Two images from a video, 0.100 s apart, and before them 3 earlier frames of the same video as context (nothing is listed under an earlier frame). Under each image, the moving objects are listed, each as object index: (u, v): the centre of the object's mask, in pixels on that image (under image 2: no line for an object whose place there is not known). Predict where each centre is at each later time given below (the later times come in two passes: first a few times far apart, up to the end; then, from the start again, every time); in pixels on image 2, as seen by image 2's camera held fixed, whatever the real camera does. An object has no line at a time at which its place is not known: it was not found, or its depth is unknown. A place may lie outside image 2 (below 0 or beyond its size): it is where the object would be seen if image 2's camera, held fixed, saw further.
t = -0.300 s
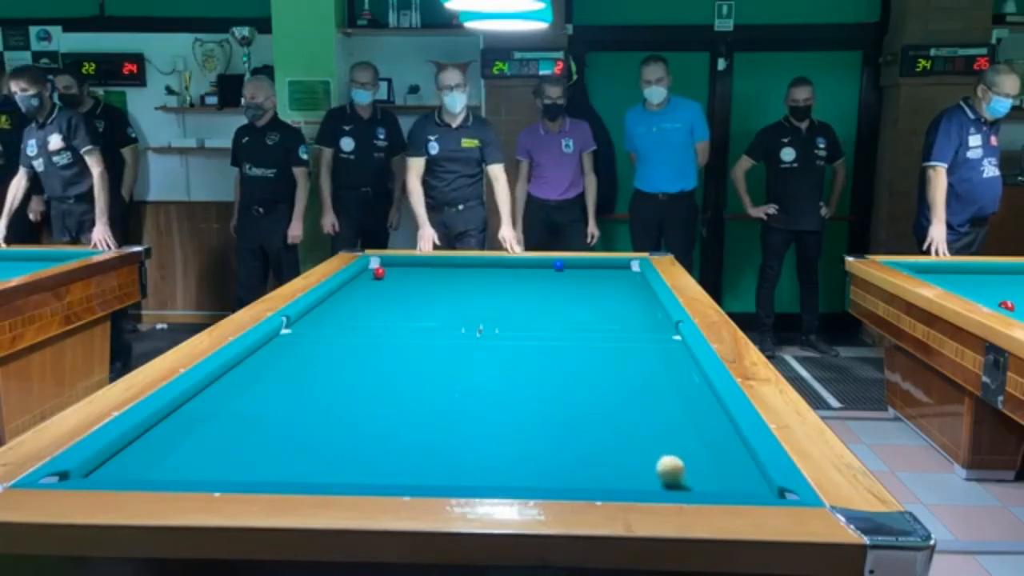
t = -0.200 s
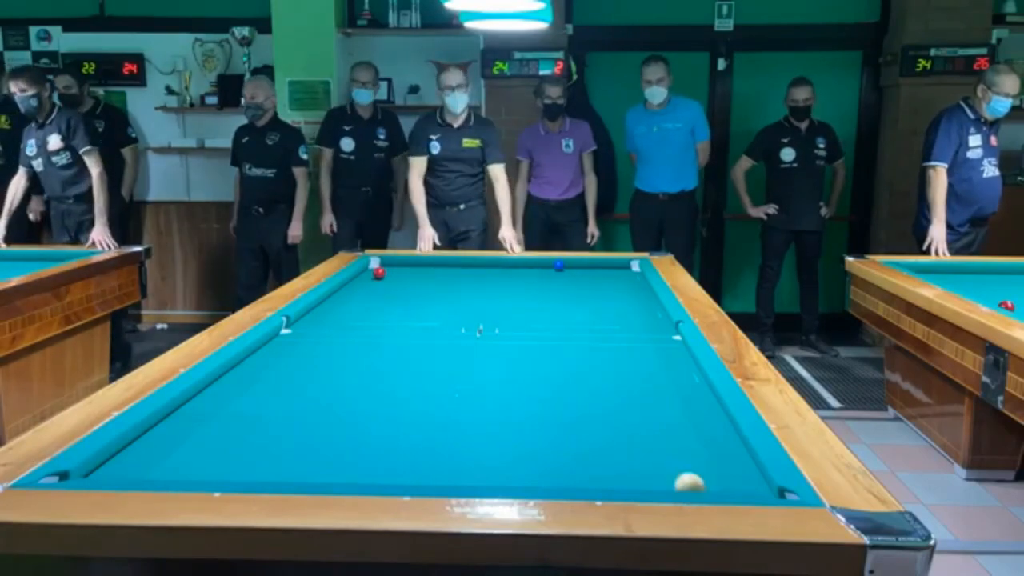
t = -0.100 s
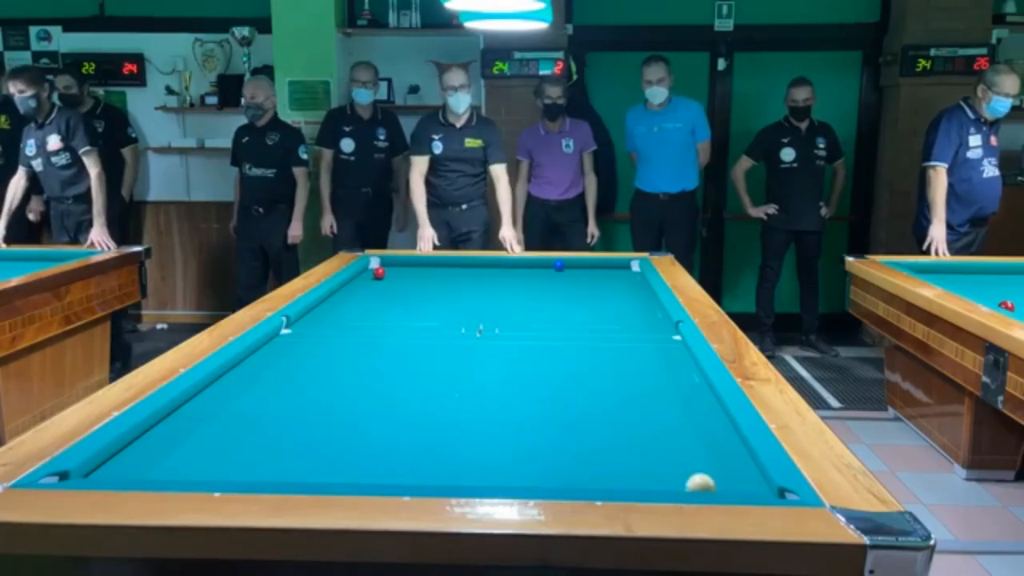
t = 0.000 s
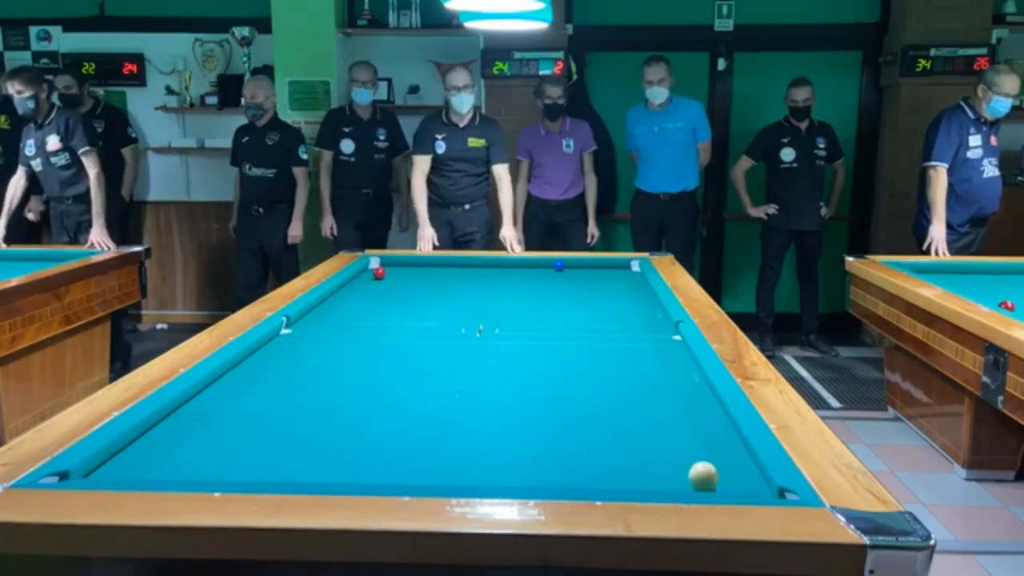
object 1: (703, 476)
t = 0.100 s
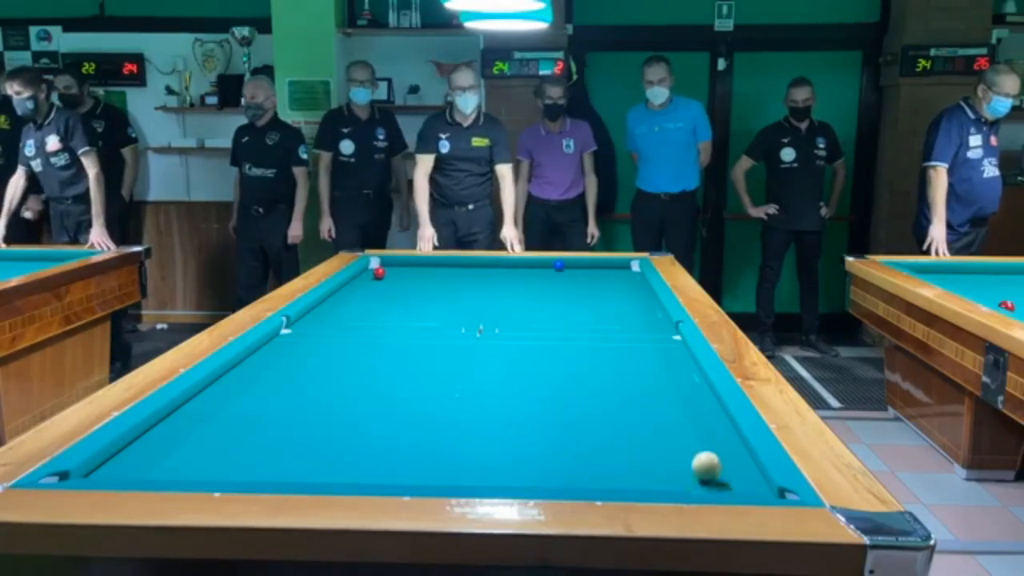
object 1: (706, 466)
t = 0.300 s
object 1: (712, 446)
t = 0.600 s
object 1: (719, 423)
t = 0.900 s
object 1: (702, 403)
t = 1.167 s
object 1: (687, 388)
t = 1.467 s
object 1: (673, 374)
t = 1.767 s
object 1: (661, 362)
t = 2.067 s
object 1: (650, 351)
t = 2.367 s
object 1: (640, 341)
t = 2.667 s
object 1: (632, 333)
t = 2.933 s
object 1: (624, 326)
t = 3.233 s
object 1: (617, 319)
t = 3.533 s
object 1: (610, 312)
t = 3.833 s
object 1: (604, 307)
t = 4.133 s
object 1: (599, 302)
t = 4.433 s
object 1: (594, 297)
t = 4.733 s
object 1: (590, 293)
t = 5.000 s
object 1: (587, 290)
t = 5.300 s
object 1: (583, 287)
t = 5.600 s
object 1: (580, 284)
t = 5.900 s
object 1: (577, 281)
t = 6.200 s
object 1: (575, 278)
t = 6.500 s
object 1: (572, 276)
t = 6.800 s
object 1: (570, 274)
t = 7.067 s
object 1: (569, 273)
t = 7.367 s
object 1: (567, 271)
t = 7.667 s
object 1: (566, 270)
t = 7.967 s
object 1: (564, 269)
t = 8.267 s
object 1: (564, 268)
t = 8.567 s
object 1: (563, 267)
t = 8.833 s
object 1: (564, 266)
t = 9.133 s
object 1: (564, 266)
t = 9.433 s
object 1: (564, 266)
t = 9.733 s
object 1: (564, 266)
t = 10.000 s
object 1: (564, 266)
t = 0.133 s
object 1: (707, 462)
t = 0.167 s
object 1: (708, 459)
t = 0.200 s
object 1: (709, 456)
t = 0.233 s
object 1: (710, 453)
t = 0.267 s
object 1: (711, 450)
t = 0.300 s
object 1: (712, 446)
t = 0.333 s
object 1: (713, 443)
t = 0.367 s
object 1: (714, 441)
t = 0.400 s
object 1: (715, 438)
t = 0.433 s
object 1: (715, 435)
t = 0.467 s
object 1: (716, 433)
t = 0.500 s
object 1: (717, 430)
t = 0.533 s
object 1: (717, 427)
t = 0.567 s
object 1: (718, 425)
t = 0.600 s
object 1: (719, 423)
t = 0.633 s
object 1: (718, 420)
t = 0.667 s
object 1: (717, 418)
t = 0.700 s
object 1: (714, 416)
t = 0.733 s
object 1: (712, 414)
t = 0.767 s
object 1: (710, 412)
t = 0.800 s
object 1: (708, 409)
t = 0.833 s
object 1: (706, 407)
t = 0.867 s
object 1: (704, 405)
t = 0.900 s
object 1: (702, 403)
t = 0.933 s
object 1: (700, 401)
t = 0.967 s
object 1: (698, 399)
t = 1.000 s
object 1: (696, 397)
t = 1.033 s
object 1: (694, 395)
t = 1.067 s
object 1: (693, 394)
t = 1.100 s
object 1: (691, 392)
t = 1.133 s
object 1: (689, 390)
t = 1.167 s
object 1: (687, 388)
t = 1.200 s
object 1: (686, 387)
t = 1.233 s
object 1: (684, 385)
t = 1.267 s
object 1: (682, 384)
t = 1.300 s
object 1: (681, 382)
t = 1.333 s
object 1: (679, 380)
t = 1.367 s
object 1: (678, 379)
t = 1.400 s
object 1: (677, 377)
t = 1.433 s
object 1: (675, 376)
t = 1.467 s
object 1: (673, 374)
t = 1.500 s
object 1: (672, 373)
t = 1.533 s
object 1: (671, 371)
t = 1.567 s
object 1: (669, 370)
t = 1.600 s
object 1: (668, 369)
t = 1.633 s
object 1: (666, 367)
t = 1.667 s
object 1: (665, 366)
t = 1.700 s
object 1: (664, 365)
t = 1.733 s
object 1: (662, 363)
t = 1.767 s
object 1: (661, 362)
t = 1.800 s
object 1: (660, 360)
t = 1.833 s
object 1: (659, 359)
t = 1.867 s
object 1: (657, 358)
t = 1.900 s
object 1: (656, 357)
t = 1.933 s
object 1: (655, 355)
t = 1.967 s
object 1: (654, 354)
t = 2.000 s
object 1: (653, 353)
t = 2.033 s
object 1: (651, 352)
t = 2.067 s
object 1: (650, 351)
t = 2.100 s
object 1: (649, 350)
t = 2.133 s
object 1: (648, 349)
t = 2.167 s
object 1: (647, 348)
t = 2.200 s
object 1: (646, 346)
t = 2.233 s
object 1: (645, 345)
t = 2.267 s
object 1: (644, 344)
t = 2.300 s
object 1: (643, 343)
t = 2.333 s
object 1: (641, 342)
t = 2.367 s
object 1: (640, 341)
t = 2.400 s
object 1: (639, 340)
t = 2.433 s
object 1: (638, 339)
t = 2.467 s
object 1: (637, 338)
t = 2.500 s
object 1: (636, 337)
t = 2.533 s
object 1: (635, 336)
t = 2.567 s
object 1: (634, 335)
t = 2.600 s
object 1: (633, 334)
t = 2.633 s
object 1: (633, 334)
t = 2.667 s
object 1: (632, 333)
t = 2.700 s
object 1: (631, 332)
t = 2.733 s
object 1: (630, 331)
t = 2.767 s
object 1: (629, 330)
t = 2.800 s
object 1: (628, 329)
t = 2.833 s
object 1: (627, 328)
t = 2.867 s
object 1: (626, 327)
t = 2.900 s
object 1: (625, 326)
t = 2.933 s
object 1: (624, 326)
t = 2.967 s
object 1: (624, 325)
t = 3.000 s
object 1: (623, 324)
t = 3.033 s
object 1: (622, 323)
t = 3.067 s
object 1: (621, 322)
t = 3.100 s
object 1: (620, 321)
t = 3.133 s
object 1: (620, 321)
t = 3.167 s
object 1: (619, 320)
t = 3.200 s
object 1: (618, 319)
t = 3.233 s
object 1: (617, 319)
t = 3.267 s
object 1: (616, 318)
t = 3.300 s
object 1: (616, 317)
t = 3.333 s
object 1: (615, 316)
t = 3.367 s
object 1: (614, 316)
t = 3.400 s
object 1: (613, 315)
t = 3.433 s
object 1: (613, 314)
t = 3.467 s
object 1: (612, 314)
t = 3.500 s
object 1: (611, 313)
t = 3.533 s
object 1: (610, 312)
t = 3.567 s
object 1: (610, 312)
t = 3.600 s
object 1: (609, 311)
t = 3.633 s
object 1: (609, 310)
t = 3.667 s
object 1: (608, 310)
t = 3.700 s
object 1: (607, 309)
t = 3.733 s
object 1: (606, 309)
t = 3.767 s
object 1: (606, 308)
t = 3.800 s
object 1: (605, 307)
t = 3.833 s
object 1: (604, 307)
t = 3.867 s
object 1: (604, 306)
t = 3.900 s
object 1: (603, 306)
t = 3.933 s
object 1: (603, 305)
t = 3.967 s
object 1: (602, 305)
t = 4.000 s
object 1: (602, 304)
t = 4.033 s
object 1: (601, 303)
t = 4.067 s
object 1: (600, 303)
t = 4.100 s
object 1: (599, 302)
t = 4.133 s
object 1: (599, 302)
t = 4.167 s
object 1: (598, 301)
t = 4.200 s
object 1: (598, 301)
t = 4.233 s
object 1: (597, 300)
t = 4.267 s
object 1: (597, 300)
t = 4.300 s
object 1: (596, 299)
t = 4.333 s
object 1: (596, 299)
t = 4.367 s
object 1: (595, 298)
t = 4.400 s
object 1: (595, 298)
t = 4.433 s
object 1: (594, 297)
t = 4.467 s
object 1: (594, 297)
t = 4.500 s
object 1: (593, 297)
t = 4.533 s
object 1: (593, 296)
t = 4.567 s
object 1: (592, 296)
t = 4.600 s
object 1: (592, 295)
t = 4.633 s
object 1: (591, 295)
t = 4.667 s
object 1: (591, 294)
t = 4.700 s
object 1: (591, 294)
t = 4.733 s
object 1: (590, 293)
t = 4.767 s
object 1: (589, 293)
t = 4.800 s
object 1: (589, 292)
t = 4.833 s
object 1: (588, 292)
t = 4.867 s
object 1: (588, 292)
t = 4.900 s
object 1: (588, 291)
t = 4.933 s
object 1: (587, 291)
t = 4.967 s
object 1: (587, 291)
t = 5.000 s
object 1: (587, 290)
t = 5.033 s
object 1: (586, 290)
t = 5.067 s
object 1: (586, 289)
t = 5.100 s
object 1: (585, 289)
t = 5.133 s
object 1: (585, 289)
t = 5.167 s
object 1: (584, 288)
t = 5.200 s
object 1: (584, 288)
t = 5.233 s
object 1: (584, 288)
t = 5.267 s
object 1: (583, 287)
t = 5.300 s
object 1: (583, 287)
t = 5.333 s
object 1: (582, 287)
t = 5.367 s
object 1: (582, 286)
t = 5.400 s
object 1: (582, 286)
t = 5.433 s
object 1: (581, 285)
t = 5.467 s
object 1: (581, 285)
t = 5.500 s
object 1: (581, 285)
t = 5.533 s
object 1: (581, 284)
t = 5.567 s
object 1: (580, 284)
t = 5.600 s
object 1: (580, 284)
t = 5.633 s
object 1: (579, 284)
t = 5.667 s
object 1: (579, 283)
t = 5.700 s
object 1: (579, 283)
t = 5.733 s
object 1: (579, 283)
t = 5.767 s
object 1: (578, 282)
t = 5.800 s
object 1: (578, 282)
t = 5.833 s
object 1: (578, 282)
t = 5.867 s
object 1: (577, 281)
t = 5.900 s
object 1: (577, 281)
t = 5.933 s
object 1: (577, 281)
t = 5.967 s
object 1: (577, 280)
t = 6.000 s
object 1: (576, 280)
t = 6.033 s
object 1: (576, 280)
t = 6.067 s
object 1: (576, 279)
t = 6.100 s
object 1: (575, 279)
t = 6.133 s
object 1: (575, 279)
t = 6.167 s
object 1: (575, 279)
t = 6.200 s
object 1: (575, 278)
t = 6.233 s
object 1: (574, 278)
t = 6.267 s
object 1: (574, 278)
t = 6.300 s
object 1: (574, 278)
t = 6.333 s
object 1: (574, 277)
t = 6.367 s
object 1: (573, 277)
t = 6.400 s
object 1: (573, 277)
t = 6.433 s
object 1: (573, 277)
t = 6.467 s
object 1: (573, 277)
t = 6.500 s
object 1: (572, 276)
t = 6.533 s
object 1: (572, 276)
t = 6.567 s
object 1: (572, 276)
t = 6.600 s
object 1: (572, 276)
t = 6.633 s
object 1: (571, 275)
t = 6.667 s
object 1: (571, 275)
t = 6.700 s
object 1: (571, 275)
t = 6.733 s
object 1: (571, 275)
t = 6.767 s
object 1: (570, 274)
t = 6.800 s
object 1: (570, 274)
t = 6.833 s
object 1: (570, 274)
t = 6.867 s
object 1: (570, 274)
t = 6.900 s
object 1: (570, 274)
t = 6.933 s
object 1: (570, 273)
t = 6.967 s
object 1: (569, 273)
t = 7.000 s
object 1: (569, 273)
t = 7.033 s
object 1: (569, 273)
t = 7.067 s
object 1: (569, 273)
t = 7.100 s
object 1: (569, 273)
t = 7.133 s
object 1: (568, 272)
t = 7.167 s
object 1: (568, 272)
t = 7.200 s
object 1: (568, 272)
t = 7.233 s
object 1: (568, 272)
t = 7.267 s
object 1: (568, 271)
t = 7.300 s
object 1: (567, 271)
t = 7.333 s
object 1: (567, 271)
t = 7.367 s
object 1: (567, 271)
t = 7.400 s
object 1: (567, 271)
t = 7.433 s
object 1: (567, 271)
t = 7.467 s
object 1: (567, 271)
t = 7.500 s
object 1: (566, 270)
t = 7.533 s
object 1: (566, 270)
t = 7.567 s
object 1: (566, 270)
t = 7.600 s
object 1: (566, 270)
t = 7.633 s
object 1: (566, 270)
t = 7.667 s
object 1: (566, 270)
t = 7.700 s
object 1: (565, 269)
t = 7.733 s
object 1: (565, 269)
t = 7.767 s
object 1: (565, 269)
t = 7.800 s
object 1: (565, 269)
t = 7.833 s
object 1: (565, 269)
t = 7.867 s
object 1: (565, 269)
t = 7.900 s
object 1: (565, 269)
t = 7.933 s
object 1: (565, 269)
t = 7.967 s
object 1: (564, 269)
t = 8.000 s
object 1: (564, 268)
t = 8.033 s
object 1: (564, 268)
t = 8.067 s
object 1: (564, 268)
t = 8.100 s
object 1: (564, 268)
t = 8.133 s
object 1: (564, 268)
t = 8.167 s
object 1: (564, 268)
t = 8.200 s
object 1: (564, 268)
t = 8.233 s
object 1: (564, 268)
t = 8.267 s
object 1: (564, 268)
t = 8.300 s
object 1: (564, 267)
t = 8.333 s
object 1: (564, 267)
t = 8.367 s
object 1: (563, 267)
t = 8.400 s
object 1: (563, 267)
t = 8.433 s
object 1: (563, 267)
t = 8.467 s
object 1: (563, 267)
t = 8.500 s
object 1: (563, 267)
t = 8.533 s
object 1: (563, 267)
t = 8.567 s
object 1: (563, 267)
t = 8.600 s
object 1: (563, 267)
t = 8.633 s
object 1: (563, 267)
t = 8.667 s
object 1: (563, 266)
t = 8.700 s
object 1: (563, 266)
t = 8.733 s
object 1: (563, 266)
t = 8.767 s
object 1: (564, 266)
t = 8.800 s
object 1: (564, 266)
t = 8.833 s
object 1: (564, 266)
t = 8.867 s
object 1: (564, 266)
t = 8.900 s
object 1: (564, 266)
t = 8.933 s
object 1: (564, 266)
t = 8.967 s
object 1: (564, 266)
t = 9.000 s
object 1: (564, 266)
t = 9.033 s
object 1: (564, 266)
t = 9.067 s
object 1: (564, 266)
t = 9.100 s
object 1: (564, 266)
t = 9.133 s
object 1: (564, 266)
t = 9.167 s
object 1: (564, 266)
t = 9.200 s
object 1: (564, 266)
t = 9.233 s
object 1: (564, 266)
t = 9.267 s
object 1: (564, 266)
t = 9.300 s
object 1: (564, 266)
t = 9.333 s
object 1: (564, 266)
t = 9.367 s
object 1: (564, 266)
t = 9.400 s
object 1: (564, 266)
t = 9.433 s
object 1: (564, 266)
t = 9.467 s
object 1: (564, 266)
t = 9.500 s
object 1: (564, 266)
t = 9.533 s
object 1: (564, 266)
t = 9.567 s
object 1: (564, 266)
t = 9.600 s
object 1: (564, 266)
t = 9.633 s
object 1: (564, 266)
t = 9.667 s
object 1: (564, 266)
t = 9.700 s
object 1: (564, 266)
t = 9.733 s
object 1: (564, 266)
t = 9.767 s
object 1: (564, 266)
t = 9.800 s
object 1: (564, 266)
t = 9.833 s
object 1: (564, 266)
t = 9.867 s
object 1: (564, 266)
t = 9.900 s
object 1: (564, 266)
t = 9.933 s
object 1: (564, 266)
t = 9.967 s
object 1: (564, 266)
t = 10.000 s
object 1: (564, 266)
